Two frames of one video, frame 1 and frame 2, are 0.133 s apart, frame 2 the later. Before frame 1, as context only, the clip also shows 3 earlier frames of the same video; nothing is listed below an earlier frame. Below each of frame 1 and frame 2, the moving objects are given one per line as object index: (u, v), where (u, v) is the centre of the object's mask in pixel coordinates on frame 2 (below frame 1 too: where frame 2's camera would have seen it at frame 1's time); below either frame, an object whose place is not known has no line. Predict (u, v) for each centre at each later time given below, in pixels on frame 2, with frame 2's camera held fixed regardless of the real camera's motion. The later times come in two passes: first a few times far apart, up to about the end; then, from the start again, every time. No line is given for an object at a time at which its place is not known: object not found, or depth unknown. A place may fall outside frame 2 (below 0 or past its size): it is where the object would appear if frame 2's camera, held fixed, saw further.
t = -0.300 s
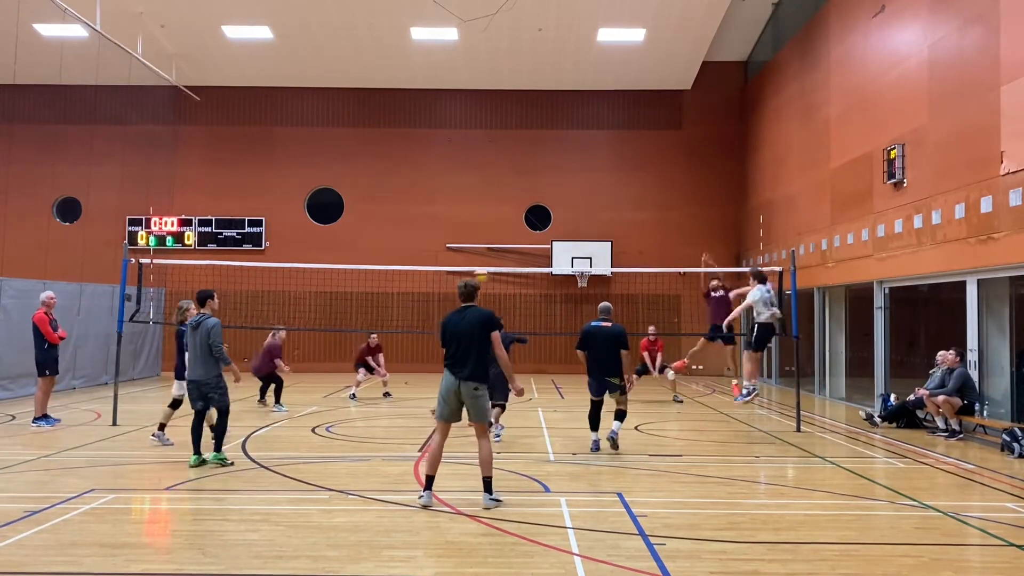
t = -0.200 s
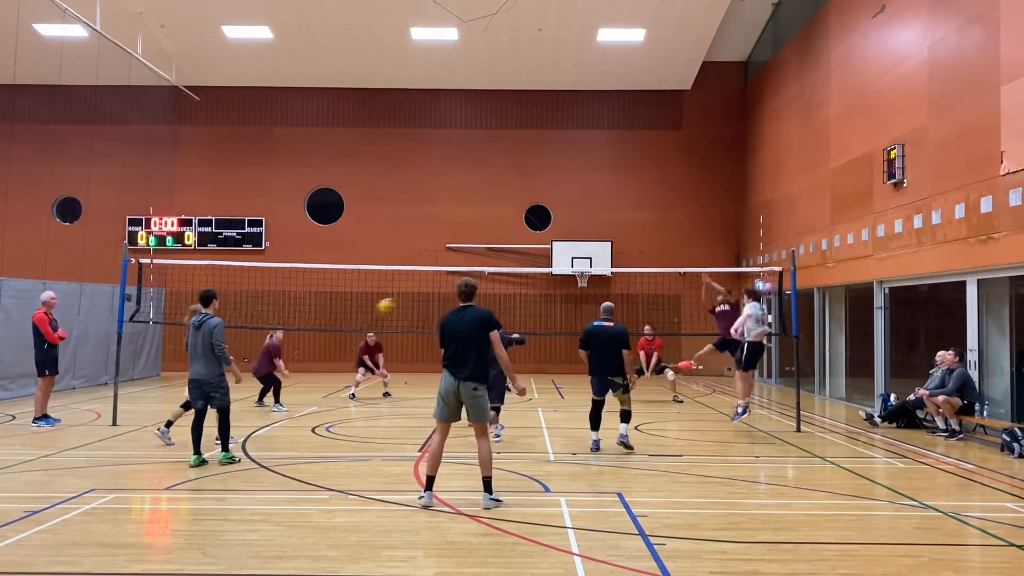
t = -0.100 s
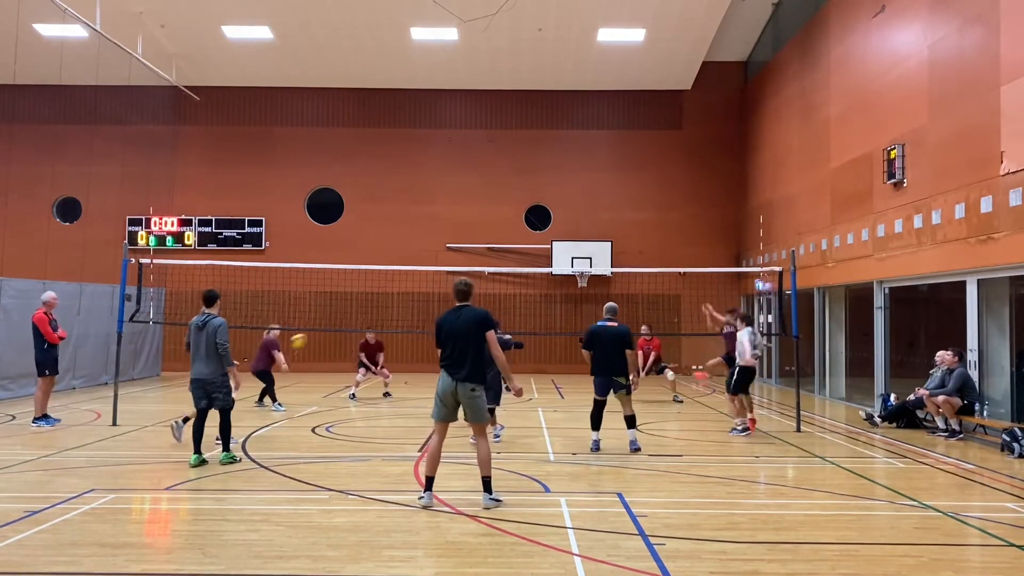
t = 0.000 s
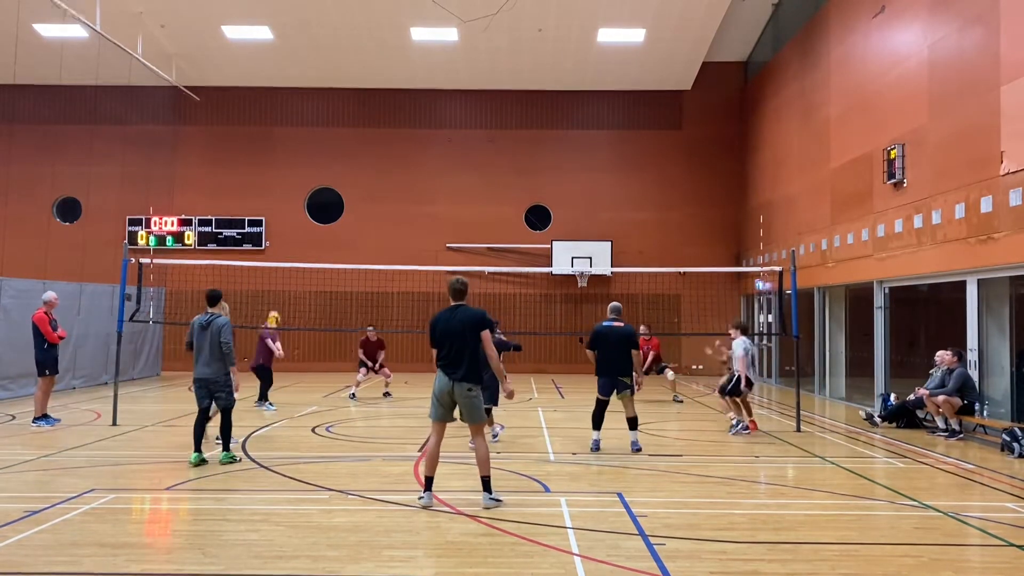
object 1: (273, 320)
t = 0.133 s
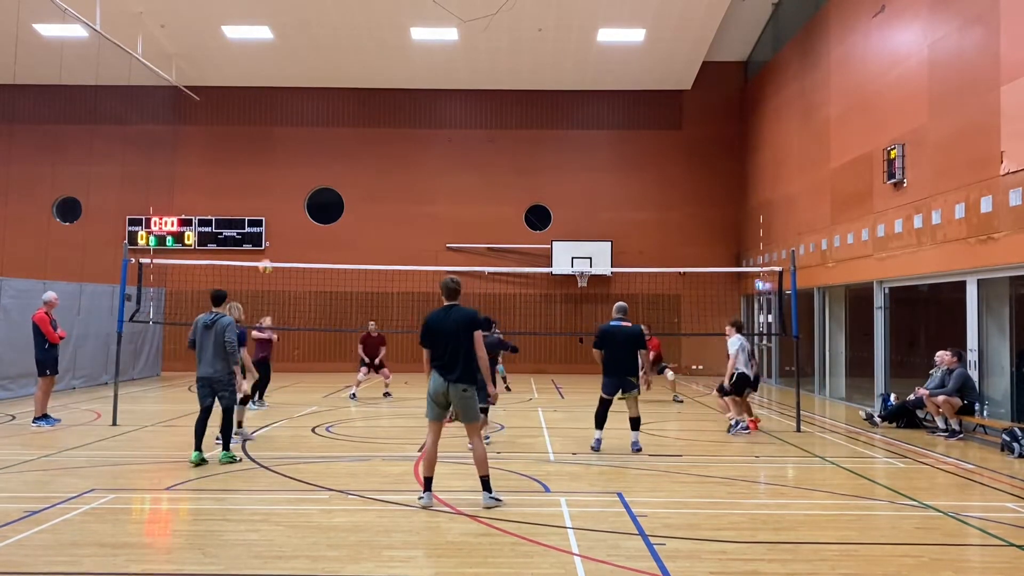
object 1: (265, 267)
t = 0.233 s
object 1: (258, 231)
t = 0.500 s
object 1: (232, 157)
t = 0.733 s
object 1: (203, 123)
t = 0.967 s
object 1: (165, 129)
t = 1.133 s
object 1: (133, 166)
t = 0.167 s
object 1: (263, 254)
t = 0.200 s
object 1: (260, 242)
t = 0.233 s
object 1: (258, 231)
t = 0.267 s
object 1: (254, 220)
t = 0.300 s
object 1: (252, 210)
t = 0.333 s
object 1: (249, 200)
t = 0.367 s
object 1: (245, 191)
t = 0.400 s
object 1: (242, 181)
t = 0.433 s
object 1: (239, 173)
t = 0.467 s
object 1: (235, 165)
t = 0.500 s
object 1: (232, 157)
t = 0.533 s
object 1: (228, 150)
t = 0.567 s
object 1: (225, 144)
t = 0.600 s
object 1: (220, 139)
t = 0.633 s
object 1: (216, 134)
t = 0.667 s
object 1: (212, 129)
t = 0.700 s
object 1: (207, 126)
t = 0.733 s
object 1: (203, 123)
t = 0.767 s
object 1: (198, 121)
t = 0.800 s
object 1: (193, 120)
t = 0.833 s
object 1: (188, 120)
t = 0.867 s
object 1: (182, 121)
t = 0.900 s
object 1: (177, 123)
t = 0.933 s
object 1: (171, 125)
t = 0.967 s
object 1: (165, 129)
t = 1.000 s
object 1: (159, 134)
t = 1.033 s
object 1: (153, 141)
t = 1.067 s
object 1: (146, 148)
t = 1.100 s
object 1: (140, 156)
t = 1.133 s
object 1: (133, 166)
